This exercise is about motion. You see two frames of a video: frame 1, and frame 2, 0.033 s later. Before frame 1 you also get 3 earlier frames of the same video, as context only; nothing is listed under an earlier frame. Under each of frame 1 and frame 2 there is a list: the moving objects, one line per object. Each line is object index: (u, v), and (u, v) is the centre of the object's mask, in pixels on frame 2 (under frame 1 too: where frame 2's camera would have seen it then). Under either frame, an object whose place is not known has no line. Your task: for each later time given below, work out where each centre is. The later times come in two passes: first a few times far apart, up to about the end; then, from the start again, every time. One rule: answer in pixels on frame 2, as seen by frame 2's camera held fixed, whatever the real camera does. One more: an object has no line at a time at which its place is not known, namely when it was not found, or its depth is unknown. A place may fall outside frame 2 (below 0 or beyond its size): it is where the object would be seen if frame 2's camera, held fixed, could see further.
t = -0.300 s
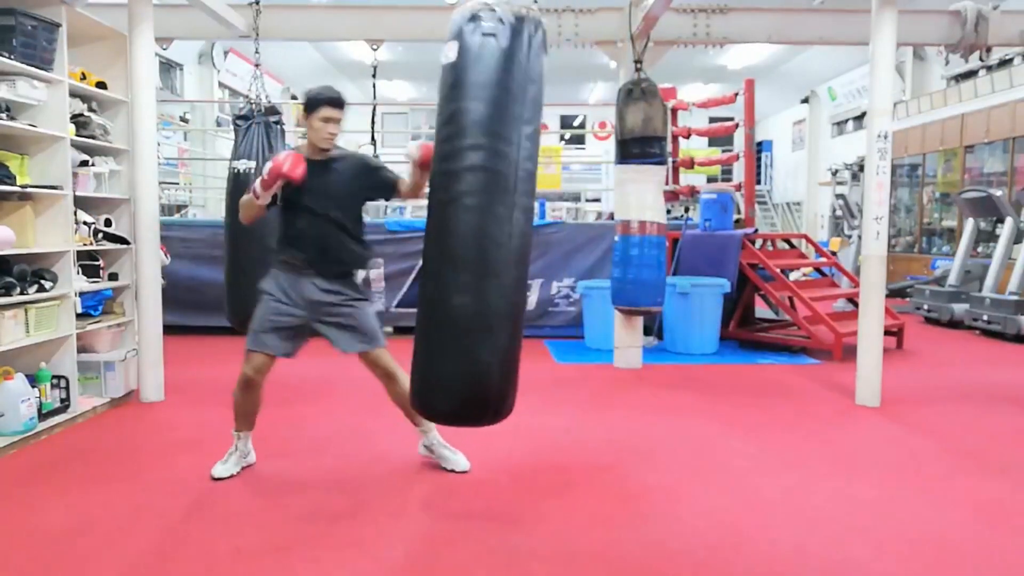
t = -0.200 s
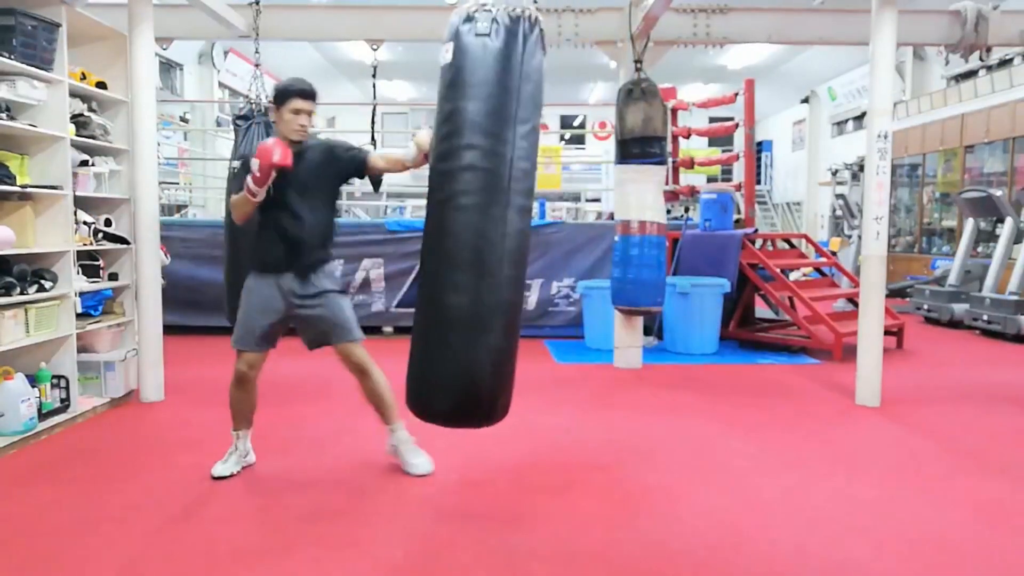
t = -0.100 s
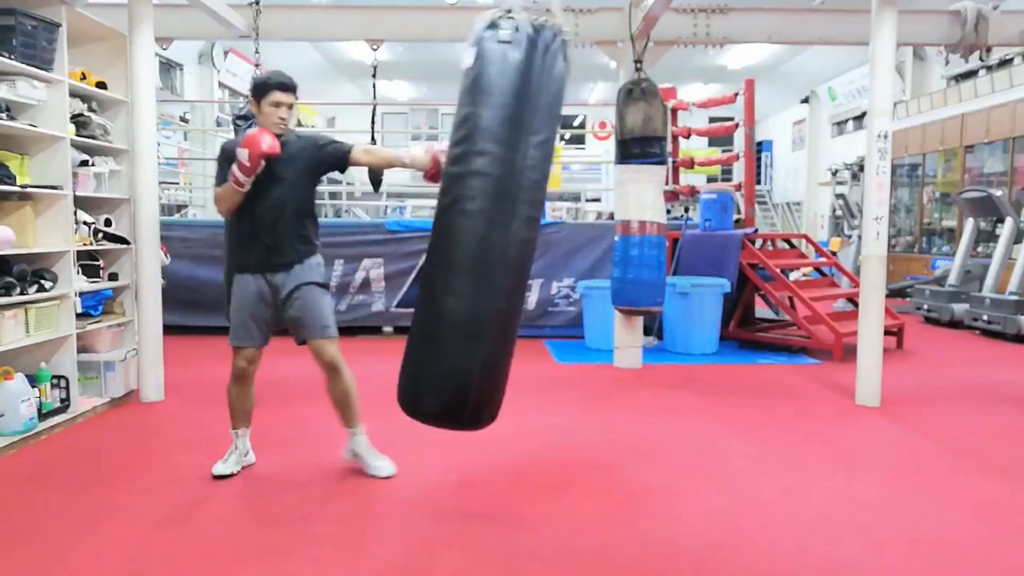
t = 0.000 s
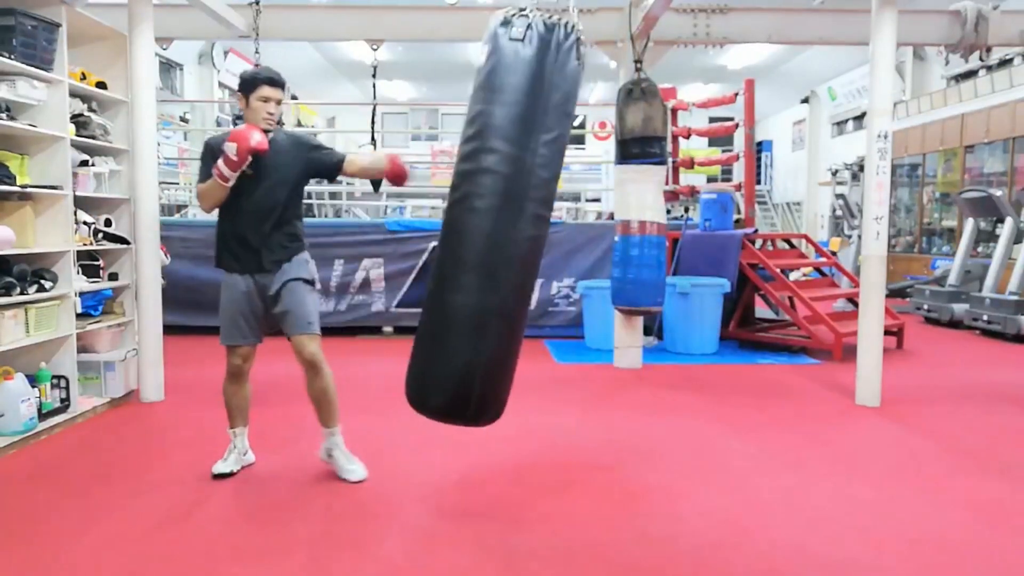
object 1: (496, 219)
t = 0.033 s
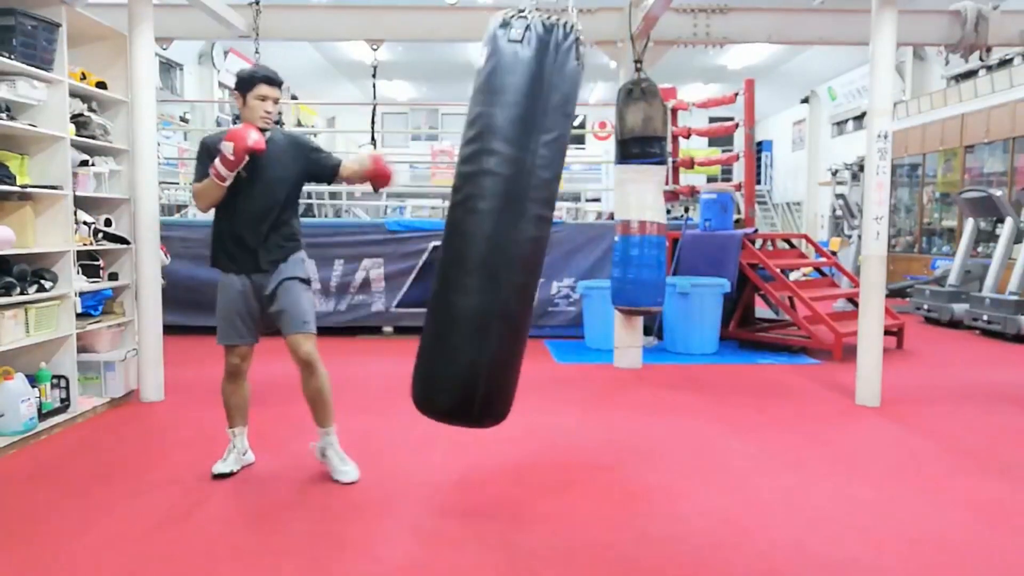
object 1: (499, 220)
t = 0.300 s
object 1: (524, 224)
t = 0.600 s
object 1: (566, 221)
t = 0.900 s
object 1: (594, 215)
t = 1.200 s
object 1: (590, 217)
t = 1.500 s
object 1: (561, 222)
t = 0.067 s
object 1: (501, 221)
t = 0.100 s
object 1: (503, 222)
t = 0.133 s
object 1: (504, 223)
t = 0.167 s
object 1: (507, 221)
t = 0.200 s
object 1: (510, 221)
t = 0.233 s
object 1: (514, 221)
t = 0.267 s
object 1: (519, 221)
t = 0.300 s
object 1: (524, 224)
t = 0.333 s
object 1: (531, 224)
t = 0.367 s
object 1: (537, 225)
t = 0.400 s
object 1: (543, 222)
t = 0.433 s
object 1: (549, 223)
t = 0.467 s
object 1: (554, 218)
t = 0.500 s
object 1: (558, 220)
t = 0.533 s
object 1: (561, 221)
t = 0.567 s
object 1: (563, 222)
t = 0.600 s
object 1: (566, 221)
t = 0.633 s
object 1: (568, 217)
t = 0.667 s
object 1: (571, 217)
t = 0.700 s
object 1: (575, 215)
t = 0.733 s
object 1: (579, 218)
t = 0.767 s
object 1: (583, 219)
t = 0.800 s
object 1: (587, 218)
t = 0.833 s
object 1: (590, 217)
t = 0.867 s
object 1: (592, 216)
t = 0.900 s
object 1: (594, 215)
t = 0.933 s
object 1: (594, 215)
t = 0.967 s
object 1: (594, 216)
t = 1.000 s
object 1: (594, 216)
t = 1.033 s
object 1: (593, 215)
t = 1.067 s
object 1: (592, 214)
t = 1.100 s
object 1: (591, 214)
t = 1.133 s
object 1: (591, 215)
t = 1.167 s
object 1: (590, 216)
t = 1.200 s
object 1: (590, 217)
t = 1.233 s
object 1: (588, 218)
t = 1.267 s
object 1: (587, 219)
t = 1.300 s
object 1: (584, 219)
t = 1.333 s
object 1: (581, 220)
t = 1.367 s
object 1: (578, 221)
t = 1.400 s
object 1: (573, 222)
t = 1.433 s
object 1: (569, 223)
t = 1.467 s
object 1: (565, 222)
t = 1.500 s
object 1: (561, 222)
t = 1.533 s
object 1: (556, 223)
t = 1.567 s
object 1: (553, 224)
